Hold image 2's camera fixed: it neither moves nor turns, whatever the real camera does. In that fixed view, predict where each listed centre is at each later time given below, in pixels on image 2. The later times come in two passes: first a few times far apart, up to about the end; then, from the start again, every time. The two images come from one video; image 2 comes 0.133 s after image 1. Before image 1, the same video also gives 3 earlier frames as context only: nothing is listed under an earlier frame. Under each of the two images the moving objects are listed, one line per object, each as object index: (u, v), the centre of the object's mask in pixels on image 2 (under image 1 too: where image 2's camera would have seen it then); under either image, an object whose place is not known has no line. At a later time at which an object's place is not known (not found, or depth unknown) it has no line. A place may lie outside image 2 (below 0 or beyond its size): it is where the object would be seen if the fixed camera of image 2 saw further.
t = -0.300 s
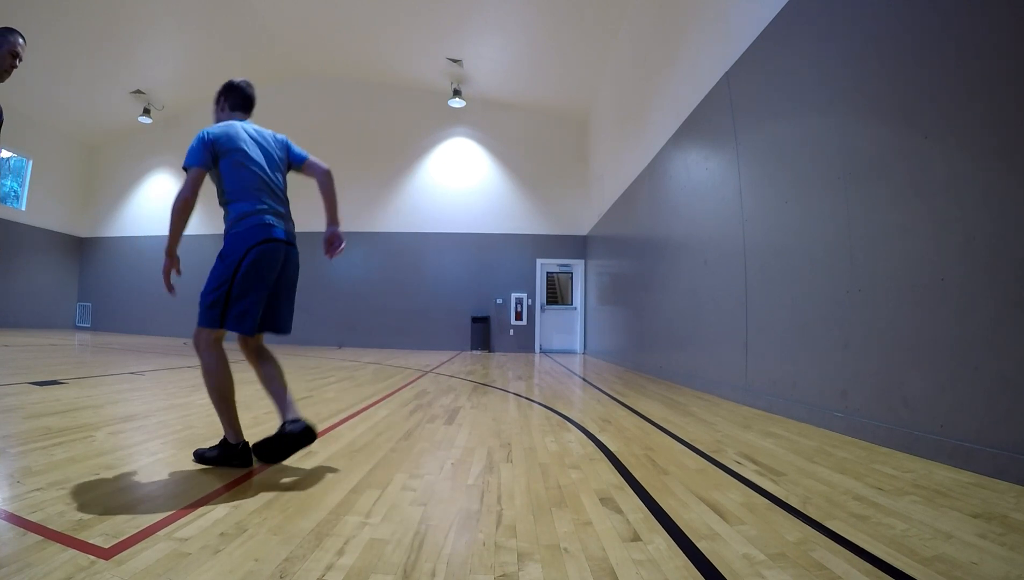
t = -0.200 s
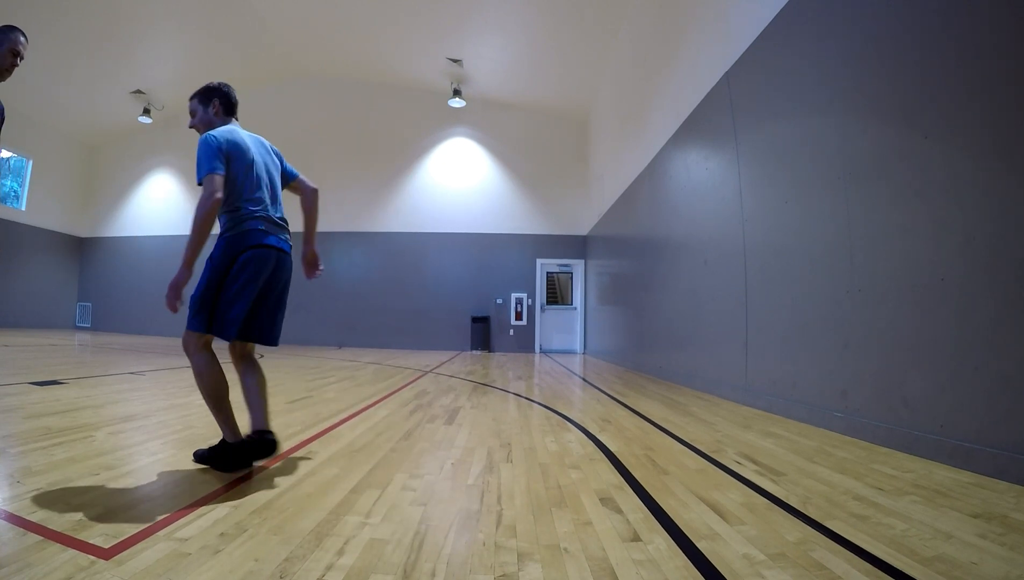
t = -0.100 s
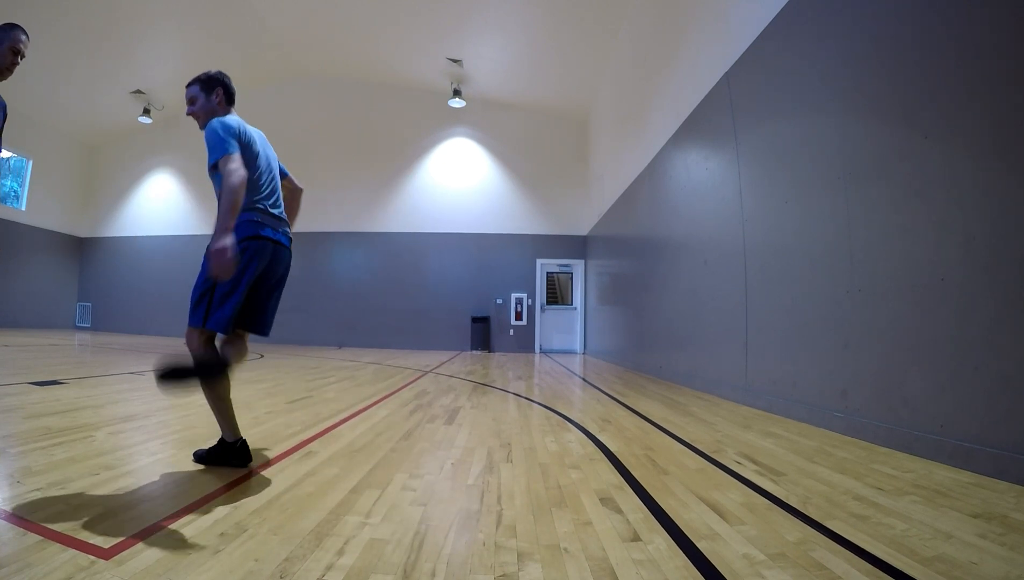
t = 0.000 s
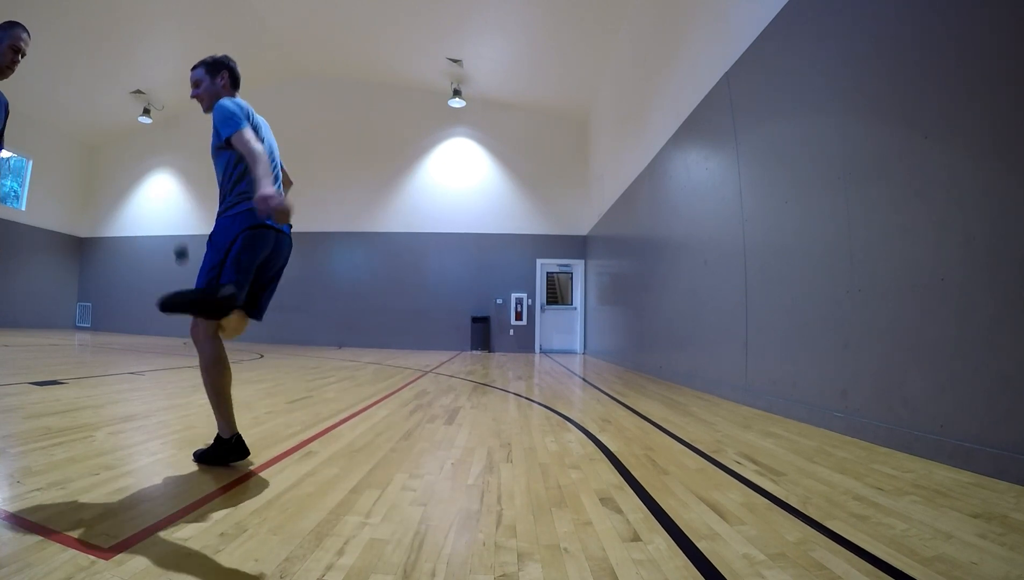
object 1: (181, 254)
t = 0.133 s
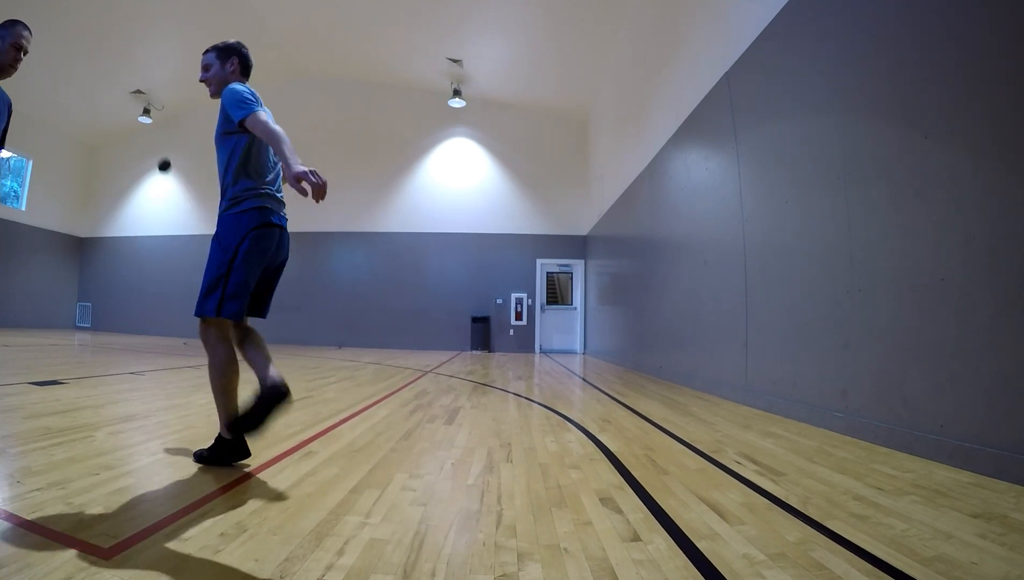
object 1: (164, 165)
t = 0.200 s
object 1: (156, 142)
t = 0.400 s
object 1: (120, 139)
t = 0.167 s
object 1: (160, 152)
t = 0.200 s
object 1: (156, 142)
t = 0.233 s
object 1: (151, 135)
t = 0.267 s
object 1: (145, 130)
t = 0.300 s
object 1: (139, 128)
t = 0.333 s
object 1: (133, 129)
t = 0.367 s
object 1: (127, 132)
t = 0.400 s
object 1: (120, 139)
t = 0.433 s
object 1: (112, 148)
